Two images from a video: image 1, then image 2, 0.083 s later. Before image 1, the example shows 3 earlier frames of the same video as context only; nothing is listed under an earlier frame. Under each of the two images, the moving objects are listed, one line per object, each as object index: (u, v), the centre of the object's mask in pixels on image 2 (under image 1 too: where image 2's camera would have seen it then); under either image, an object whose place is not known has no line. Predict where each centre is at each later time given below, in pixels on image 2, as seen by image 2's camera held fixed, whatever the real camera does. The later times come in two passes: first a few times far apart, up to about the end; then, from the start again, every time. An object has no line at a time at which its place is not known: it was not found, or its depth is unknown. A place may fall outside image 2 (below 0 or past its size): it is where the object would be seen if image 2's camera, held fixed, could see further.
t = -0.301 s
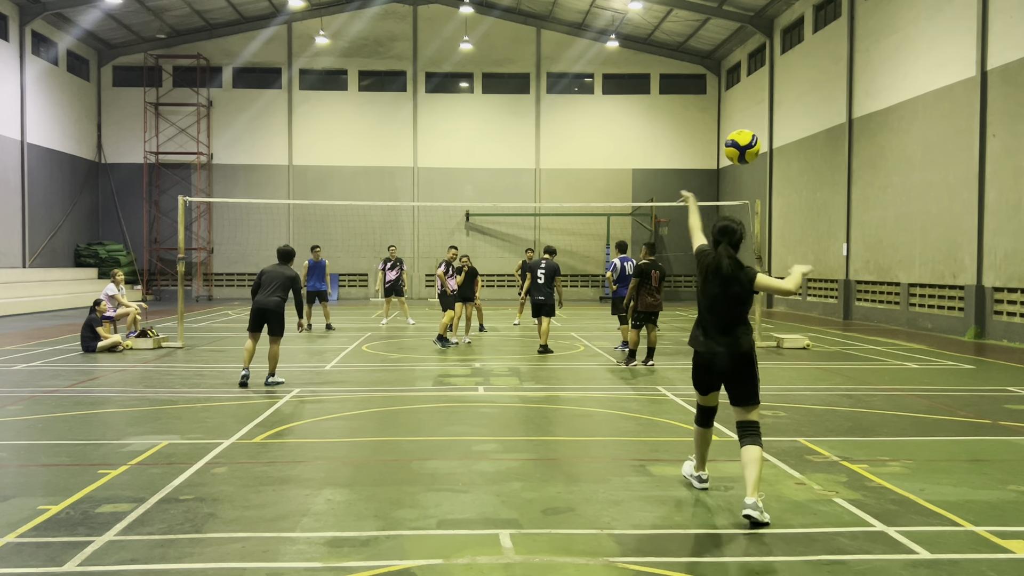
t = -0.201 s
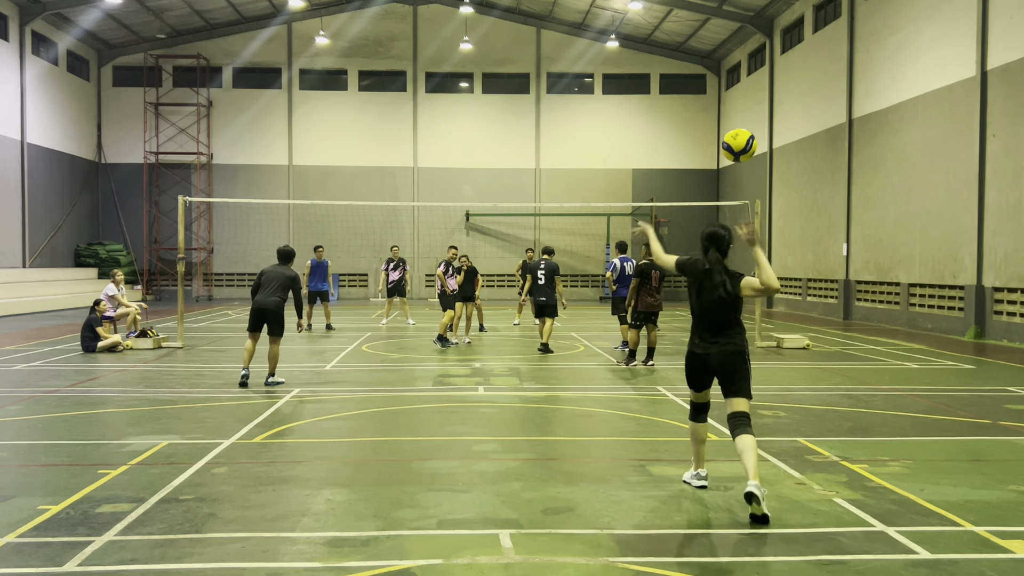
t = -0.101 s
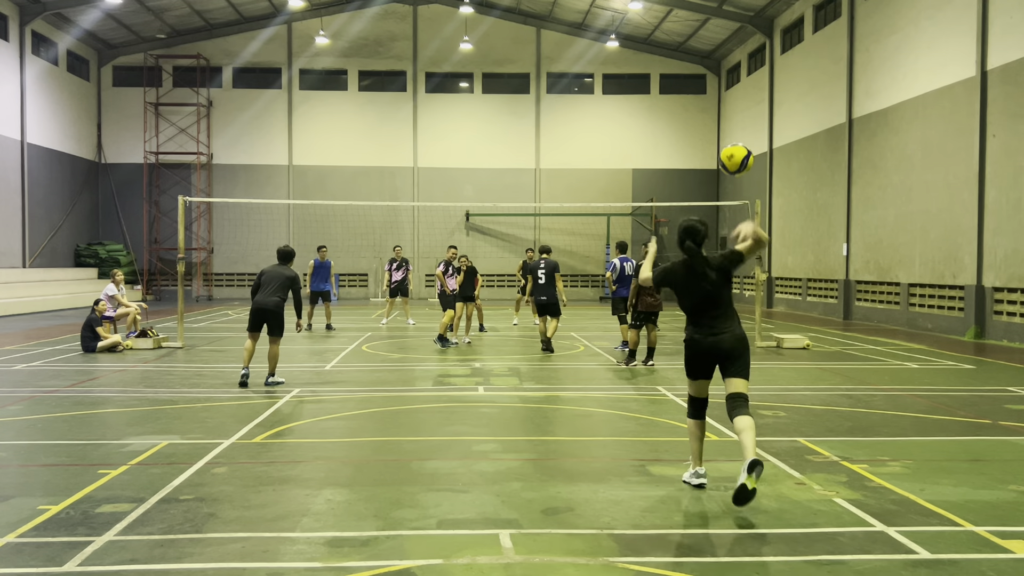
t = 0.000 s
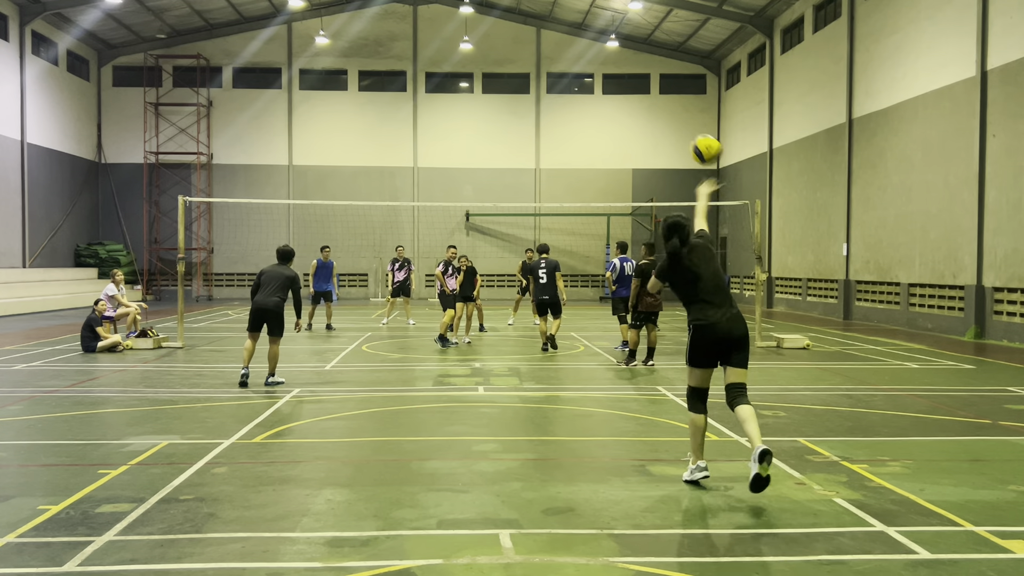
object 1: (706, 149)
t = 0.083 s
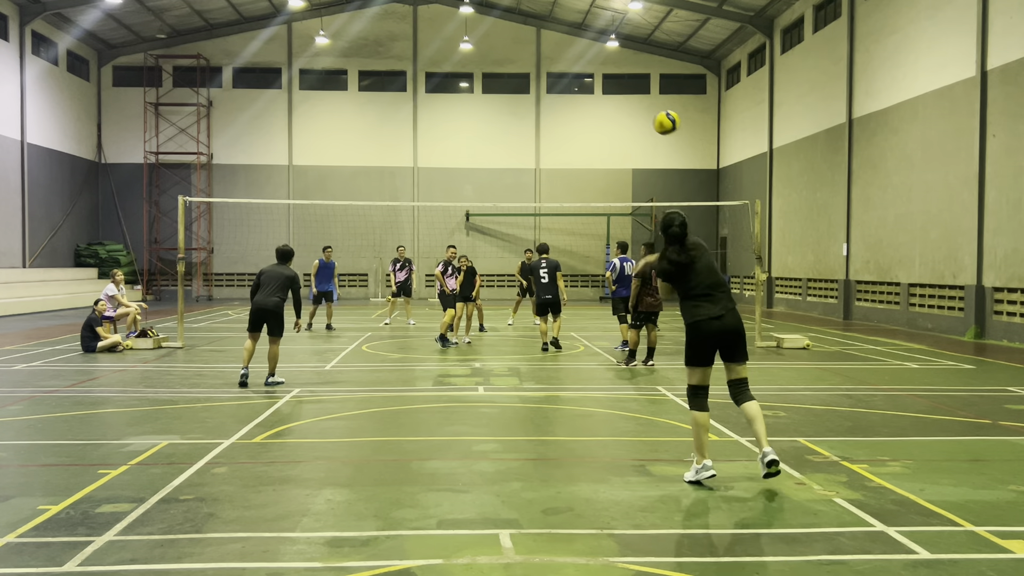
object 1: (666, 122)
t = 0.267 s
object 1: (610, 103)
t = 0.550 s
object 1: (565, 128)
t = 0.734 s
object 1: (546, 161)
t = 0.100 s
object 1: (660, 119)
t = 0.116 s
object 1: (654, 115)
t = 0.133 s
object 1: (648, 113)
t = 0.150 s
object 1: (642, 111)
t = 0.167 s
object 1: (637, 109)
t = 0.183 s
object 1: (632, 107)
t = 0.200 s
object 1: (627, 106)
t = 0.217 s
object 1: (623, 105)
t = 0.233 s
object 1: (619, 104)
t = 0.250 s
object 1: (615, 103)
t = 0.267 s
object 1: (610, 103)
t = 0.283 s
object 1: (606, 103)
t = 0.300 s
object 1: (604, 104)
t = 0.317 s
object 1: (600, 104)
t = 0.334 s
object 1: (596, 105)
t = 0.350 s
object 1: (594, 106)
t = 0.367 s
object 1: (590, 107)
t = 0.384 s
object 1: (588, 109)
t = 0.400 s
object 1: (585, 110)
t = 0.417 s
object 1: (582, 112)
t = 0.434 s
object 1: (579, 114)
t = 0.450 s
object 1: (577, 115)
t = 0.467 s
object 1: (575, 117)
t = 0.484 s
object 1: (573, 119)
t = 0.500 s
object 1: (571, 121)
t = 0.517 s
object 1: (569, 123)
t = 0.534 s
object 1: (566, 126)
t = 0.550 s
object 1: (565, 128)
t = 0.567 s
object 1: (562, 131)
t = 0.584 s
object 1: (561, 134)
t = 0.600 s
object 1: (559, 136)
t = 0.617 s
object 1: (557, 139)
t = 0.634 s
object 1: (555, 142)
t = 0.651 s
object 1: (554, 145)
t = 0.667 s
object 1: (552, 148)
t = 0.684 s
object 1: (550, 151)
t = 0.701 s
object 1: (549, 154)
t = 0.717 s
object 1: (547, 158)
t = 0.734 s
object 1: (546, 161)
